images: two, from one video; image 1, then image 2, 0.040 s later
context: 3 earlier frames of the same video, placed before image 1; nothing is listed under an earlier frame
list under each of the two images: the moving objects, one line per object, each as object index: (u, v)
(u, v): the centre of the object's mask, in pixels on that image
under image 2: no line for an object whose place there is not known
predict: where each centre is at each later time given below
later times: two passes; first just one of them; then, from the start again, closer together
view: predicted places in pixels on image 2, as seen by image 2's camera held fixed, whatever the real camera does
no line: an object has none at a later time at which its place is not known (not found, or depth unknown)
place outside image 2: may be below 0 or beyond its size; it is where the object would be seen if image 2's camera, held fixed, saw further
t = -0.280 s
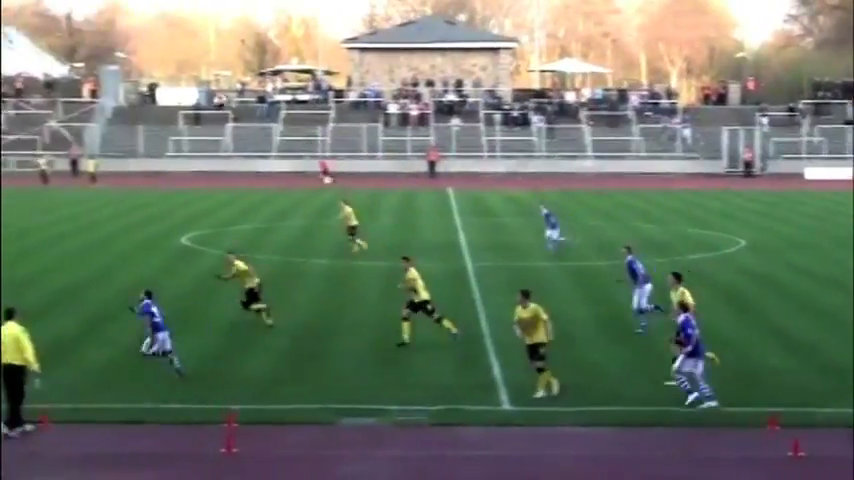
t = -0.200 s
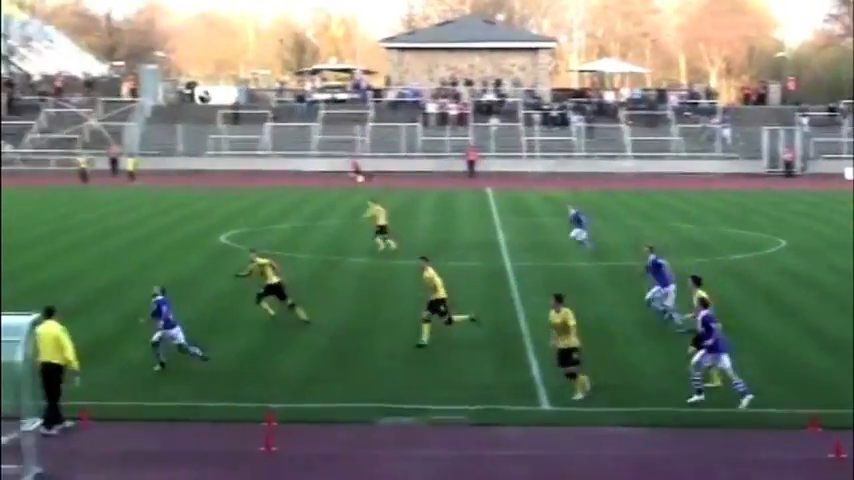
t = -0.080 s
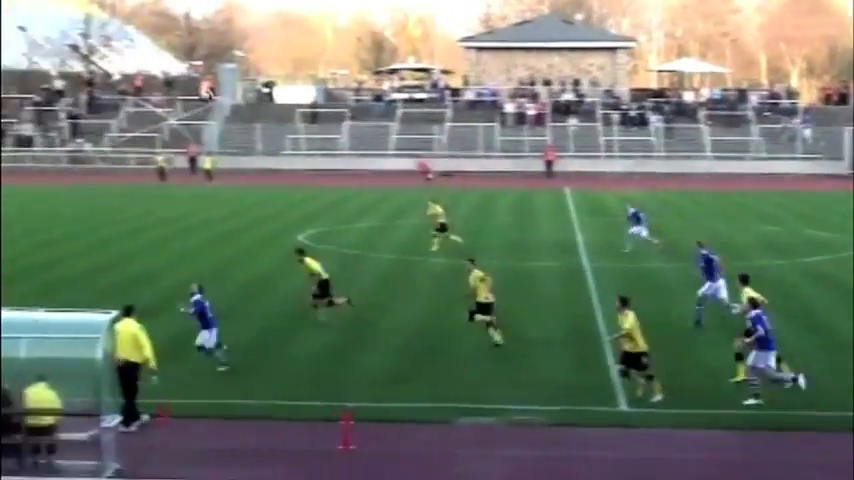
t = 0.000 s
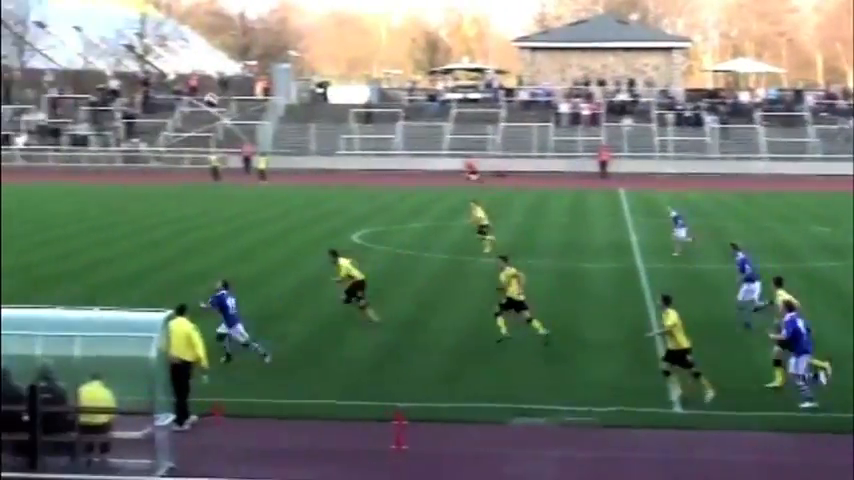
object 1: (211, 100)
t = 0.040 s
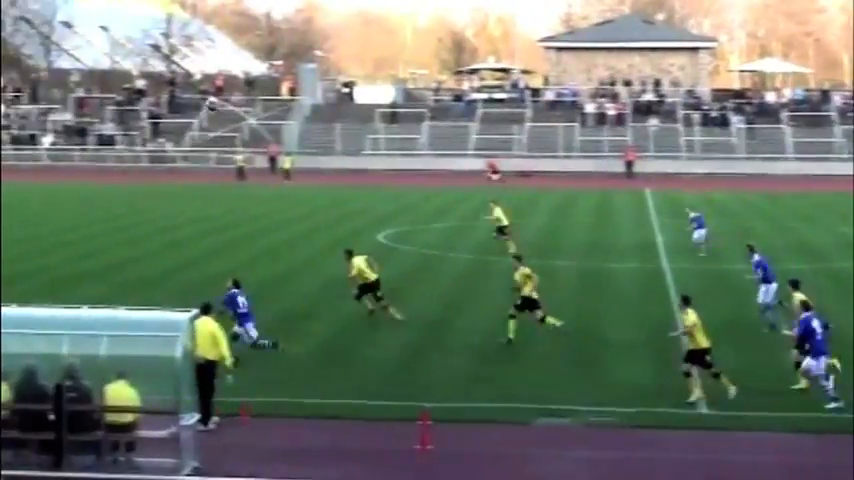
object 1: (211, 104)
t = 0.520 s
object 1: (-58, 214)
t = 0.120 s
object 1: (164, 114)
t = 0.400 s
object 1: (5, 176)
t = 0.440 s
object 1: (-17, 187)
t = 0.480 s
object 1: (-37, 200)
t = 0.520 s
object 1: (-58, 214)
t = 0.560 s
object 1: (-78, 228)
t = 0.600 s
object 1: (-98, 242)
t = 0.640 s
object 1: (-117, 256)
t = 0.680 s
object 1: (-137, 273)
